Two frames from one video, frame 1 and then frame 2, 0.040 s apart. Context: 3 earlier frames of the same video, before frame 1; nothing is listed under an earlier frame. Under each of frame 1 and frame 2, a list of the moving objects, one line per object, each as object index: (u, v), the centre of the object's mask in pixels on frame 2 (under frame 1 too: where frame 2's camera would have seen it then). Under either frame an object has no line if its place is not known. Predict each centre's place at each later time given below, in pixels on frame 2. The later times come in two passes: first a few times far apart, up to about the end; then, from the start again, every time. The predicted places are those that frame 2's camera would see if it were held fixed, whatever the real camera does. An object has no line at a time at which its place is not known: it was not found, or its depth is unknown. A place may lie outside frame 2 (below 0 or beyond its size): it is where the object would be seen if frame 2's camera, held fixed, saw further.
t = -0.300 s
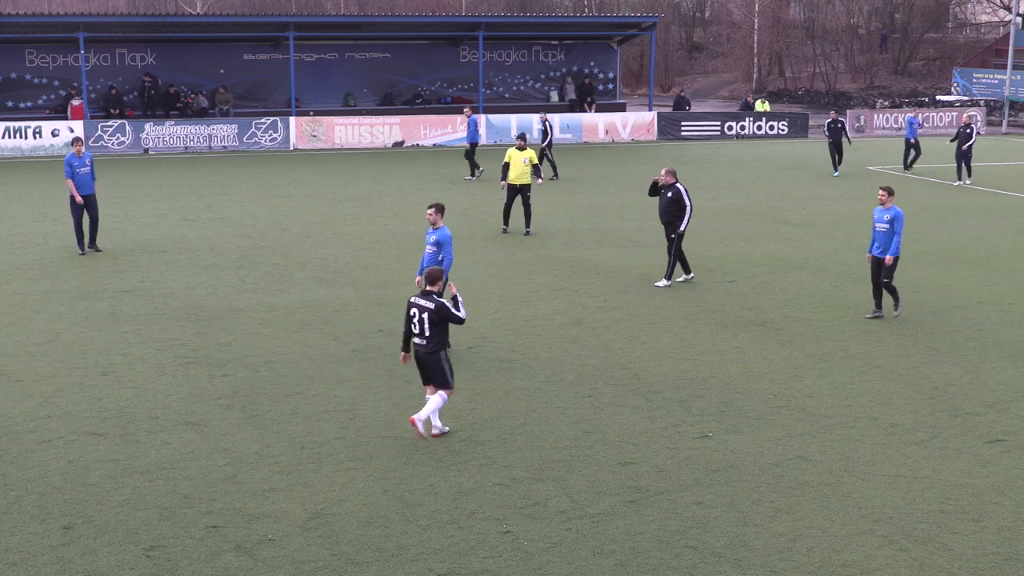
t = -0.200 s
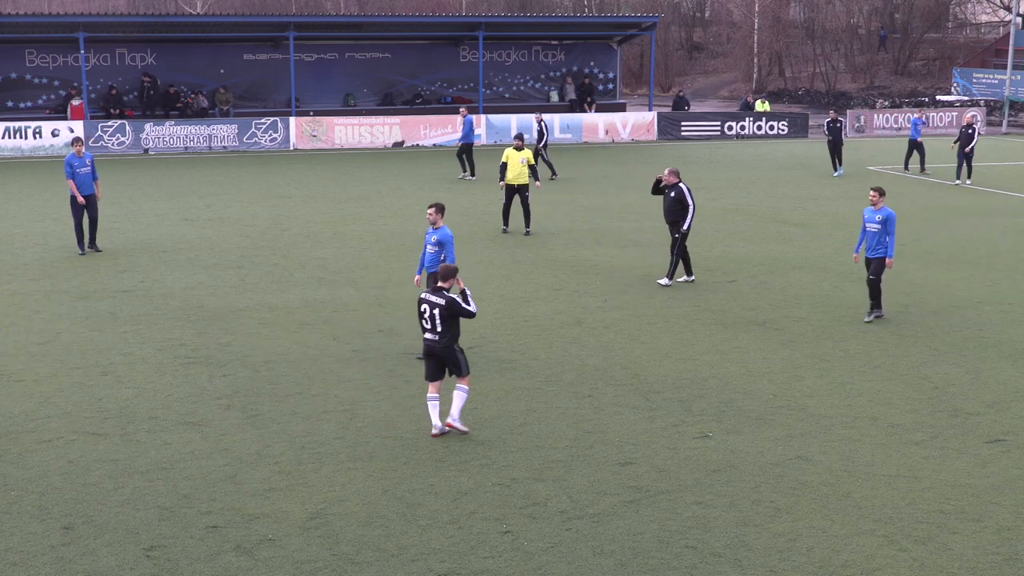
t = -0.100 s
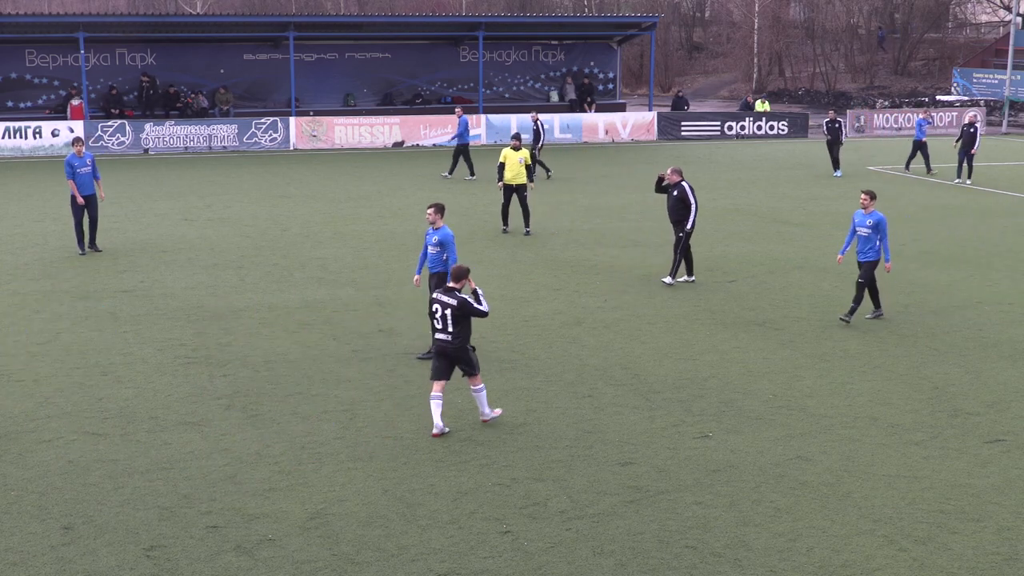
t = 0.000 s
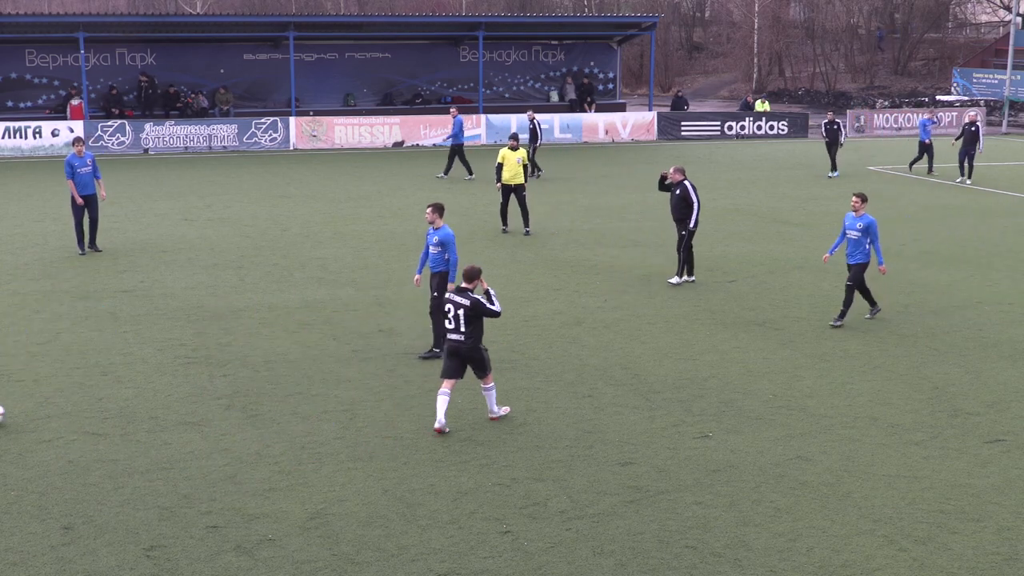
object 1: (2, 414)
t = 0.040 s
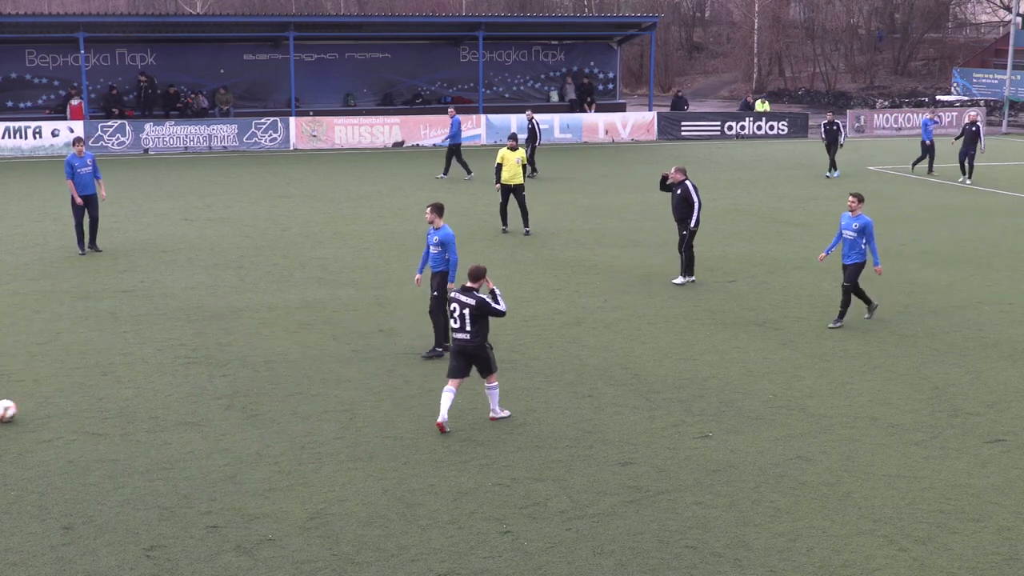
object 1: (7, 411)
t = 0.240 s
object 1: (62, 391)
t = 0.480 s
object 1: (122, 372)
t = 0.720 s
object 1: (175, 355)
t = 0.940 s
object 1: (219, 342)
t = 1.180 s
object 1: (261, 329)
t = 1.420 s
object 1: (301, 318)
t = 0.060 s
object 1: (11, 408)
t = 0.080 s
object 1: (16, 406)
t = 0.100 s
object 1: (22, 405)
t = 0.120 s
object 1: (28, 403)
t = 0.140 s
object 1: (34, 400)
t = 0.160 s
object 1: (40, 398)
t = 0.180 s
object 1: (45, 396)
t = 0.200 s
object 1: (51, 394)
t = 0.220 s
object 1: (57, 394)
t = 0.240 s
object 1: (62, 391)
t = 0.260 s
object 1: (67, 389)
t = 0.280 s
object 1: (73, 388)
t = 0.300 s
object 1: (78, 387)
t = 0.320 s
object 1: (83, 384)
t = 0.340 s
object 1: (88, 383)
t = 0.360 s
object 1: (93, 381)
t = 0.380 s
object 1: (98, 380)
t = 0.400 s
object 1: (104, 378)
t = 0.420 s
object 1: (108, 376)
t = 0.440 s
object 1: (113, 374)
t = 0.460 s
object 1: (118, 373)
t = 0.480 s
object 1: (122, 372)
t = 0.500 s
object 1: (128, 370)
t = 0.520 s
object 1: (132, 369)
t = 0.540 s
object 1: (136, 367)
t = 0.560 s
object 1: (141, 365)
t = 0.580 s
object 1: (145, 364)
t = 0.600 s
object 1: (150, 363)
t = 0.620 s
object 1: (154, 361)
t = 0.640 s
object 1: (159, 359)
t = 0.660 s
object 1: (162, 358)
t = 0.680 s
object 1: (167, 357)
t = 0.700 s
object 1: (171, 356)
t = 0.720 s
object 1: (175, 355)
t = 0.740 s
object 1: (180, 354)
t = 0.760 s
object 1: (183, 351)
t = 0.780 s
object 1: (188, 350)
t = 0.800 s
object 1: (191, 350)
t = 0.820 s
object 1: (195, 349)
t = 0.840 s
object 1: (200, 347)
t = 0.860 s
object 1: (203, 346)
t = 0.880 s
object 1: (208, 345)
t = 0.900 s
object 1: (211, 344)
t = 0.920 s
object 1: (215, 343)
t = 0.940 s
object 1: (219, 342)
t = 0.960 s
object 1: (222, 341)
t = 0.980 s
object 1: (226, 339)
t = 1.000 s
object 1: (230, 339)
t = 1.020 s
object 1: (234, 337)
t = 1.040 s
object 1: (237, 336)
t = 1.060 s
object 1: (241, 335)
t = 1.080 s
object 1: (244, 334)
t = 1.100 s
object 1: (248, 333)
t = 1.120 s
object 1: (251, 332)
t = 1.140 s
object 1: (254, 331)
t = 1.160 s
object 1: (258, 330)
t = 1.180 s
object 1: (261, 329)
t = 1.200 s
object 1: (265, 328)
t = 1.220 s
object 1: (268, 327)
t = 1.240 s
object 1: (272, 326)
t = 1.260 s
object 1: (275, 325)
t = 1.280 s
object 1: (278, 324)
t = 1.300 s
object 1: (282, 323)
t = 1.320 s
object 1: (285, 323)
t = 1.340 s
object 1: (288, 321)
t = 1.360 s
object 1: (291, 320)
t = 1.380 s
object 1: (294, 320)
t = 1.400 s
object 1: (297, 319)
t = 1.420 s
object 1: (301, 318)
